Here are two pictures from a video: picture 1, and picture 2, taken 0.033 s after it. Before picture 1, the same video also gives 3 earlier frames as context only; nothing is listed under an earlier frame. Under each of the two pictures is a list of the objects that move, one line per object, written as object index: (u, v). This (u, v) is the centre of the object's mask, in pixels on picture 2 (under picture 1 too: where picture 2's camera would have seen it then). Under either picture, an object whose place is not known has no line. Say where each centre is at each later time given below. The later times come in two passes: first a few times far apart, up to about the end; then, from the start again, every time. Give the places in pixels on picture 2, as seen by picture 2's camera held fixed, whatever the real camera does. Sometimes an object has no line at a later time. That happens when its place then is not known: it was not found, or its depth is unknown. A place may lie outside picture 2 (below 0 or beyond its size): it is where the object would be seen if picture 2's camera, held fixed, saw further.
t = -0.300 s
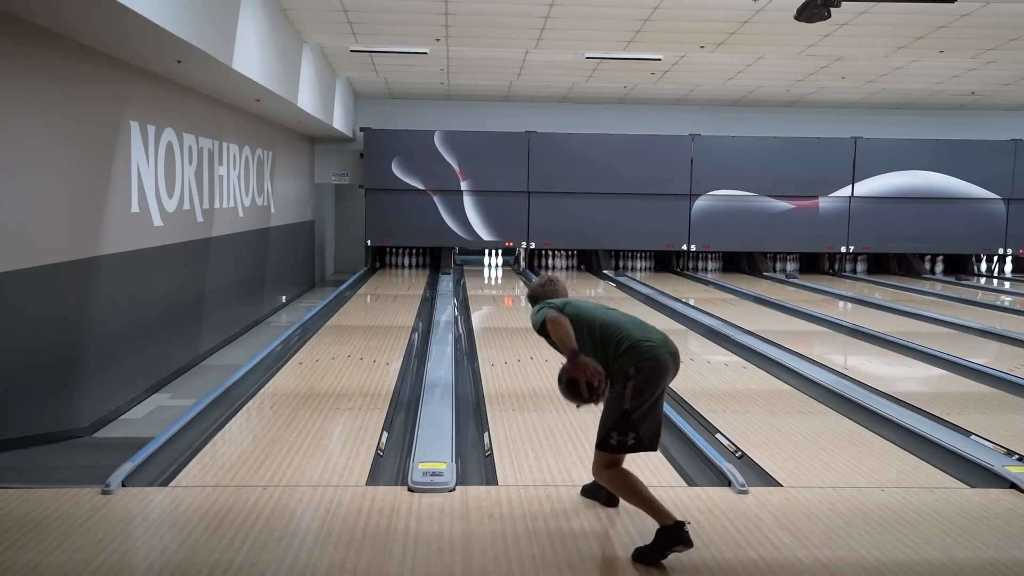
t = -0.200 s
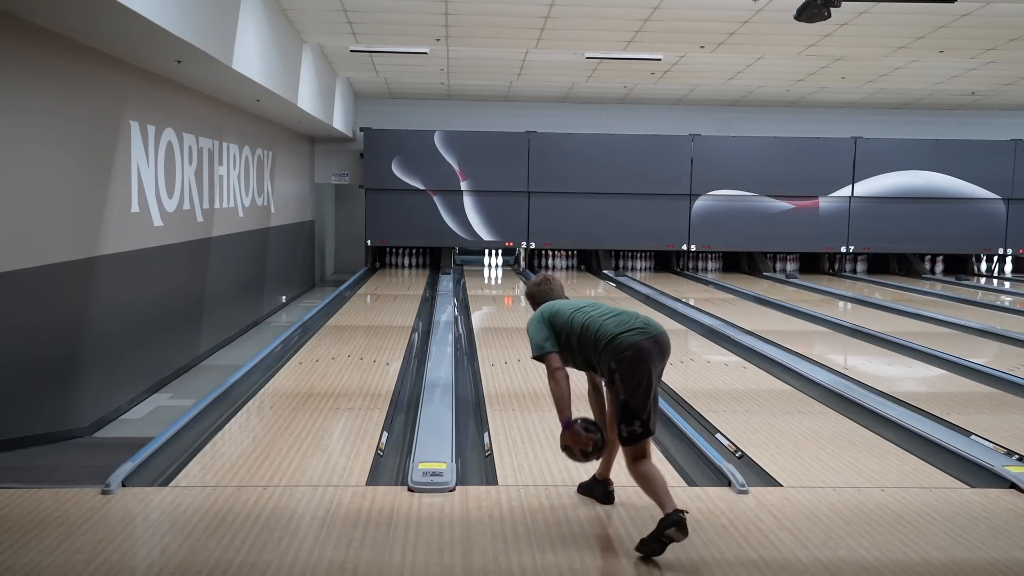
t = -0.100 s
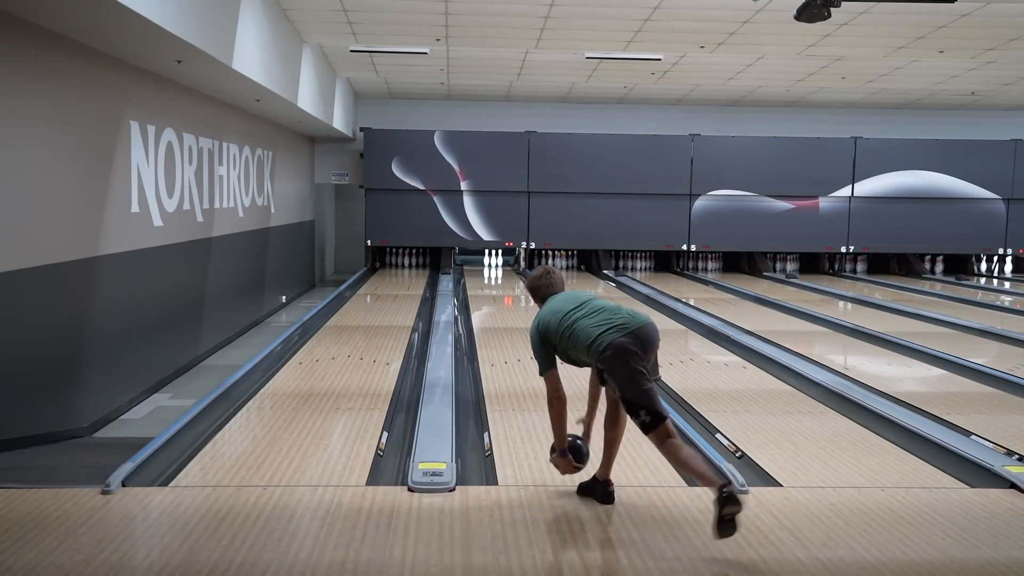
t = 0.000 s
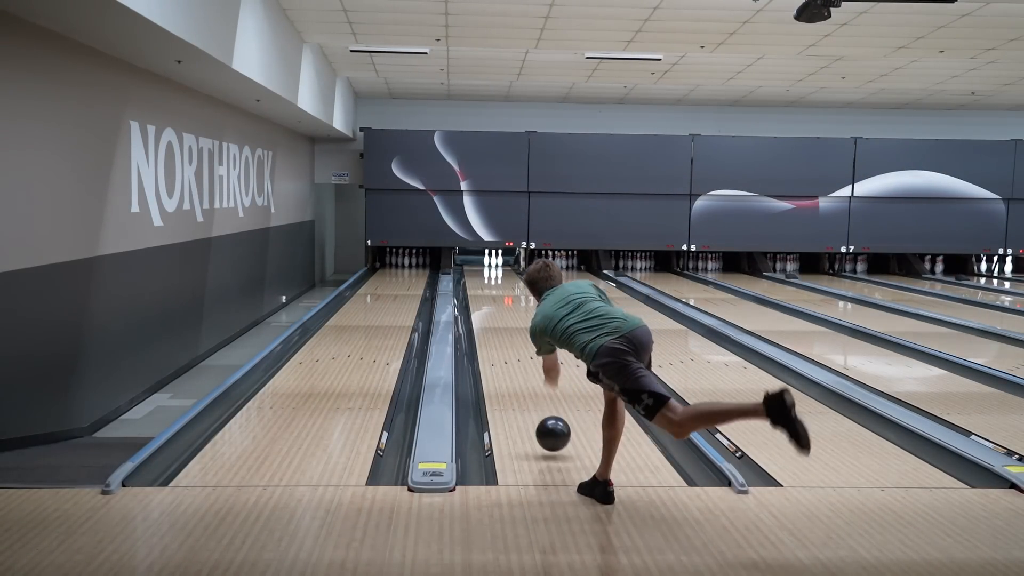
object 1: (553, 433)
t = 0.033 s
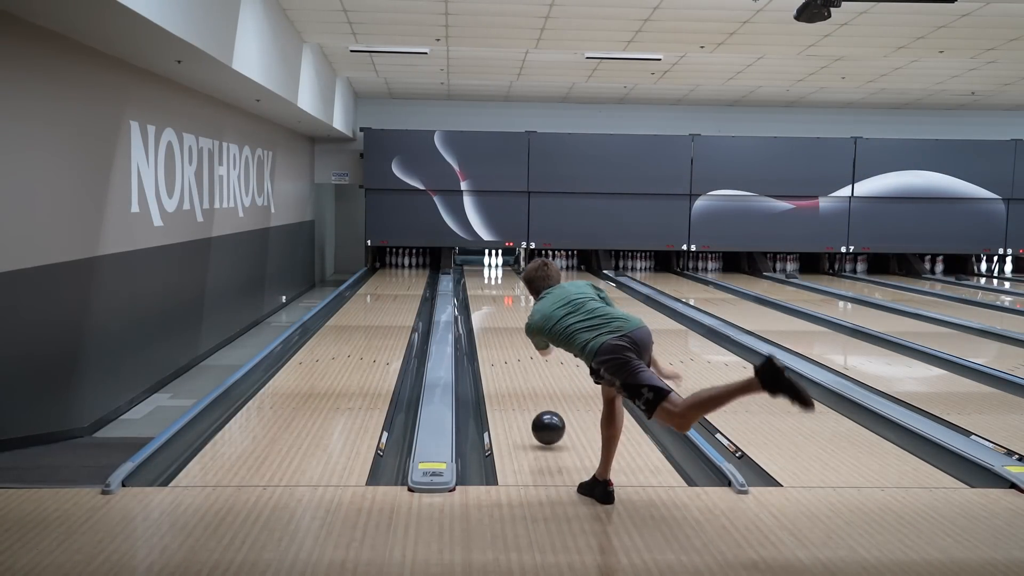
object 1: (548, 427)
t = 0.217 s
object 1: (527, 391)
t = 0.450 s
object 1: (510, 357)
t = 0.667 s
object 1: (499, 334)
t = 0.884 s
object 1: (491, 317)
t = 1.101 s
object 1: (486, 304)
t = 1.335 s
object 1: (482, 293)
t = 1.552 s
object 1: (480, 284)
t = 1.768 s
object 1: (480, 278)
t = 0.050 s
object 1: (546, 425)
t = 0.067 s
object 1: (544, 423)
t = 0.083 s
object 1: (542, 418)
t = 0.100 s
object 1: (540, 415)
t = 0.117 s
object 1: (538, 411)
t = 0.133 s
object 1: (536, 408)
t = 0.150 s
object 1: (534, 404)
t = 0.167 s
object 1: (532, 401)
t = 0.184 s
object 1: (531, 398)
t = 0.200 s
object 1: (529, 394)
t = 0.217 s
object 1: (527, 391)
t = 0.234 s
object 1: (526, 388)
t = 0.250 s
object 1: (525, 386)
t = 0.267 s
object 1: (523, 383)
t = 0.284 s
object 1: (522, 380)
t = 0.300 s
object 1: (520, 378)
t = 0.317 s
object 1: (519, 375)
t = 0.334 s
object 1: (518, 372)
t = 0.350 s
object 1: (517, 370)
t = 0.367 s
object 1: (515, 368)
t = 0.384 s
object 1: (514, 365)
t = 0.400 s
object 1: (513, 363)
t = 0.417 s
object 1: (512, 361)
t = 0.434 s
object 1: (511, 359)
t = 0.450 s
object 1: (510, 357)
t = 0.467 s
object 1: (509, 355)
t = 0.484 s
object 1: (508, 353)
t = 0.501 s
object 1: (507, 351)
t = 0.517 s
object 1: (506, 349)
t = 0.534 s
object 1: (505, 347)
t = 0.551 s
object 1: (504, 345)
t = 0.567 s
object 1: (504, 344)
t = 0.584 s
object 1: (503, 342)
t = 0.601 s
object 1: (502, 340)
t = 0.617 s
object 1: (501, 339)
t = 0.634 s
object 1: (500, 337)
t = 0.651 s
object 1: (500, 335)
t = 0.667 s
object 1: (499, 334)
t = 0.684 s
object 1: (498, 332)
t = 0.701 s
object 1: (498, 331)
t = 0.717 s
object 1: (497, 329)
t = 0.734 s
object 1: (496, 328)
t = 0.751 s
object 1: (496, 327)
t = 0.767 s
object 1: (495, 325)
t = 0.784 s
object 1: (494, 324)
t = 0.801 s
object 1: (494, 323)
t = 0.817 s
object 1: (493, 322)
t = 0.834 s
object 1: (493, 320)
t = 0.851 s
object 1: (492, 319)
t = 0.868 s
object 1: (491, 318)
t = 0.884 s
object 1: (491, 317)
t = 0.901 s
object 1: (490, 316)
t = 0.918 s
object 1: (490, 315)
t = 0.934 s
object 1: (490, 314)
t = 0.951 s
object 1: (489, 313)
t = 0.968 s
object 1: (489, 312)
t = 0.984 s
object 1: (488, 310)
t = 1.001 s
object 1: (488, 310)
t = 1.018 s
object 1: (487, 309)
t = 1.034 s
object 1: (487, 308)
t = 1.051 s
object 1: (487, 307)
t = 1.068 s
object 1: (486, 306)
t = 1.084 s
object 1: (486, 305)
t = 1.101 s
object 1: (486, 304)
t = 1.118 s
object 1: (485, 303)
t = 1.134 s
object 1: (485, 302)
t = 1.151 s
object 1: (484, 301)
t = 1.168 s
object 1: (484, 301)
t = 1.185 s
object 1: (484, 300)
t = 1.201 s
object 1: (484, 299)
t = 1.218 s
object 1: (483, 298)
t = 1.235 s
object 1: (483, 297)
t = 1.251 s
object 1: (483, 297)
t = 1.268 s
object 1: (483, 296)
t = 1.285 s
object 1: (482, 295)
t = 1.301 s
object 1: (482, 295)
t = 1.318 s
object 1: (482, 294)
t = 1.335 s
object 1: (482, 293)
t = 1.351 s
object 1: (482, 292)
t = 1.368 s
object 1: (481, 292)
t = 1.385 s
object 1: (481, 291)
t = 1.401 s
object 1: (481, 290)
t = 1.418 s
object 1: (481, 290)
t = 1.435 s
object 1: (481, 289)
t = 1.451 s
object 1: (481, 288)
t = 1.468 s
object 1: (481, 288)
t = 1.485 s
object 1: (480, 287)
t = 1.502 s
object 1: (480, 286)
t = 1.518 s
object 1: (480, 286)
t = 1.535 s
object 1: (480, 285)
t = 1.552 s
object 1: (480, 284)
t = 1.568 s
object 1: (480, 284)
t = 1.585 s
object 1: (480, 283)
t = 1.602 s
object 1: (480, 283)
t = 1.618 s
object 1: (480, 282)
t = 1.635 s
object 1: (480, 282)
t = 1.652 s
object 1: (480, 281)
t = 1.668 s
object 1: (480, 281)
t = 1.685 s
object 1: (480, 280)
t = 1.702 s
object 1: (480, 280)
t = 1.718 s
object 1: (480, 279)
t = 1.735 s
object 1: (480, 279)
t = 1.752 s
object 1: (480, 278)
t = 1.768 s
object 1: (480, 278)
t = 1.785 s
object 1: (480, 277)
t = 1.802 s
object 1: (480, 277)
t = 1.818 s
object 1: (480, 277)
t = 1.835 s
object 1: (480, 276)
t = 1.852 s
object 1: (480, 275)
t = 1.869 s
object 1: (480, 275)
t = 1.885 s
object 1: (480, 274)
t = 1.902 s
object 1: (480, 274)
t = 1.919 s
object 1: (480, 274)
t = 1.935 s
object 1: (480, 273)
